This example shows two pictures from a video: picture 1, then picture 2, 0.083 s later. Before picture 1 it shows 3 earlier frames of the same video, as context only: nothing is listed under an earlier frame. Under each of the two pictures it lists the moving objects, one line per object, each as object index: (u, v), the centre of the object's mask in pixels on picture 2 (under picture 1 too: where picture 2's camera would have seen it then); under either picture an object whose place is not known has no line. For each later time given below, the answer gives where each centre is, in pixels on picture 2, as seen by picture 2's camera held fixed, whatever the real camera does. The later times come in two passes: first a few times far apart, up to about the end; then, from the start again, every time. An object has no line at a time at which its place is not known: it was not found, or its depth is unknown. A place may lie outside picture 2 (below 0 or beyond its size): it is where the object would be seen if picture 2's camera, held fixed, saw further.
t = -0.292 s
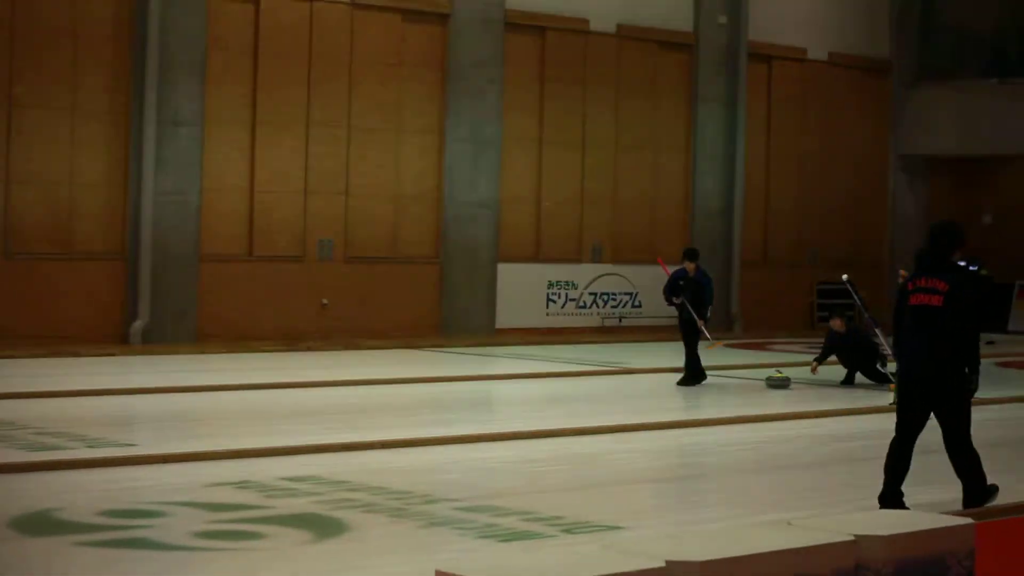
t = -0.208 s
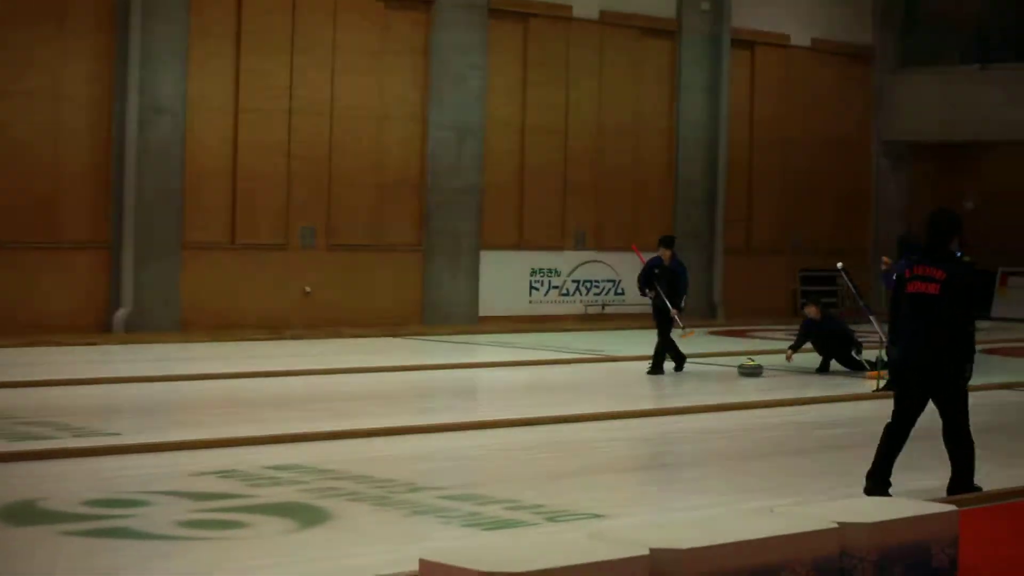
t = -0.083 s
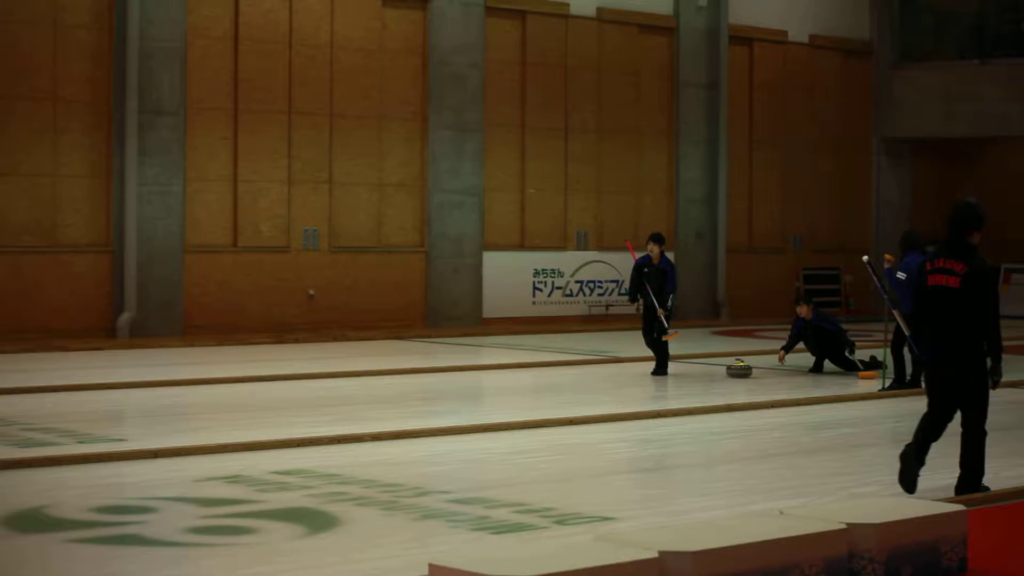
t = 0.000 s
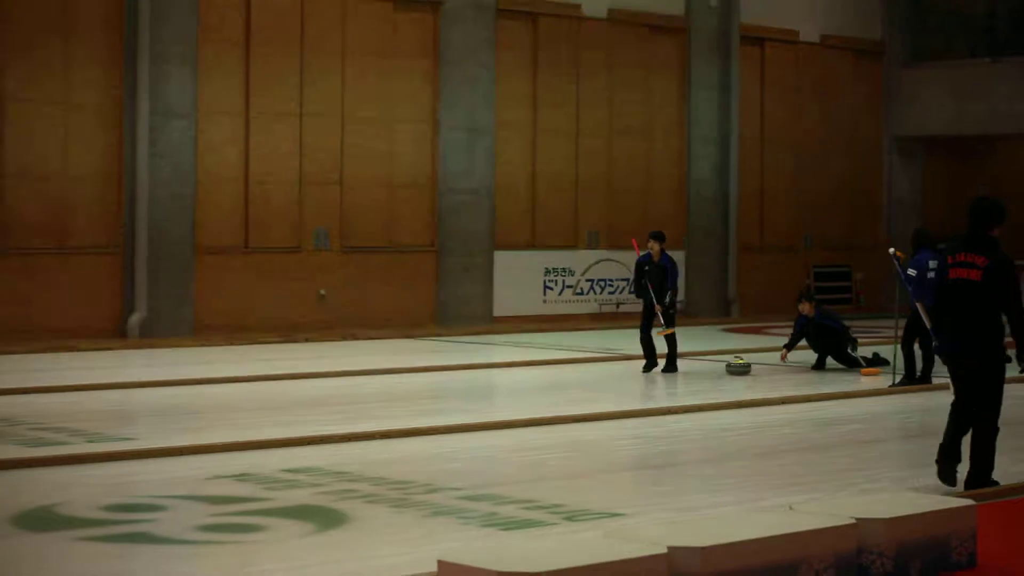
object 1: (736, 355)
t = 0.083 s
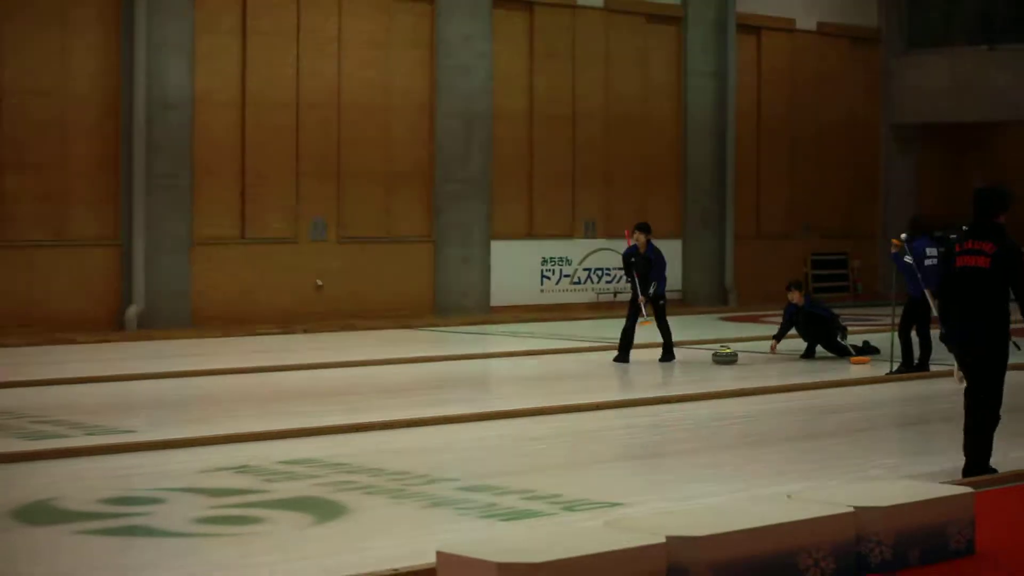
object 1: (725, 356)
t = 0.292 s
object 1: (697, 359)
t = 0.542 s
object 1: (663, 361)
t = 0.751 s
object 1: (633, 363)
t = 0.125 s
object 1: (719, 356)
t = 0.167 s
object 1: (714, 357)
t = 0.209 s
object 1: (708, 357)
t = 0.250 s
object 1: (703, 358)
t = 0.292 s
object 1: (697, 359)
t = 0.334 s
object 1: (691, 359)
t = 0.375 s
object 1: (686, 360)
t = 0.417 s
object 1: (680, 360)
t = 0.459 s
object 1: (674, 360)
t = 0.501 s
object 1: (669, 360)
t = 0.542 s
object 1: (663, 361)
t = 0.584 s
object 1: (657, 361)
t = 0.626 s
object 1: (651, 362)
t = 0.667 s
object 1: (645, 362)
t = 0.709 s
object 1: (639, 362)
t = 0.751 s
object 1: (633, 363)
